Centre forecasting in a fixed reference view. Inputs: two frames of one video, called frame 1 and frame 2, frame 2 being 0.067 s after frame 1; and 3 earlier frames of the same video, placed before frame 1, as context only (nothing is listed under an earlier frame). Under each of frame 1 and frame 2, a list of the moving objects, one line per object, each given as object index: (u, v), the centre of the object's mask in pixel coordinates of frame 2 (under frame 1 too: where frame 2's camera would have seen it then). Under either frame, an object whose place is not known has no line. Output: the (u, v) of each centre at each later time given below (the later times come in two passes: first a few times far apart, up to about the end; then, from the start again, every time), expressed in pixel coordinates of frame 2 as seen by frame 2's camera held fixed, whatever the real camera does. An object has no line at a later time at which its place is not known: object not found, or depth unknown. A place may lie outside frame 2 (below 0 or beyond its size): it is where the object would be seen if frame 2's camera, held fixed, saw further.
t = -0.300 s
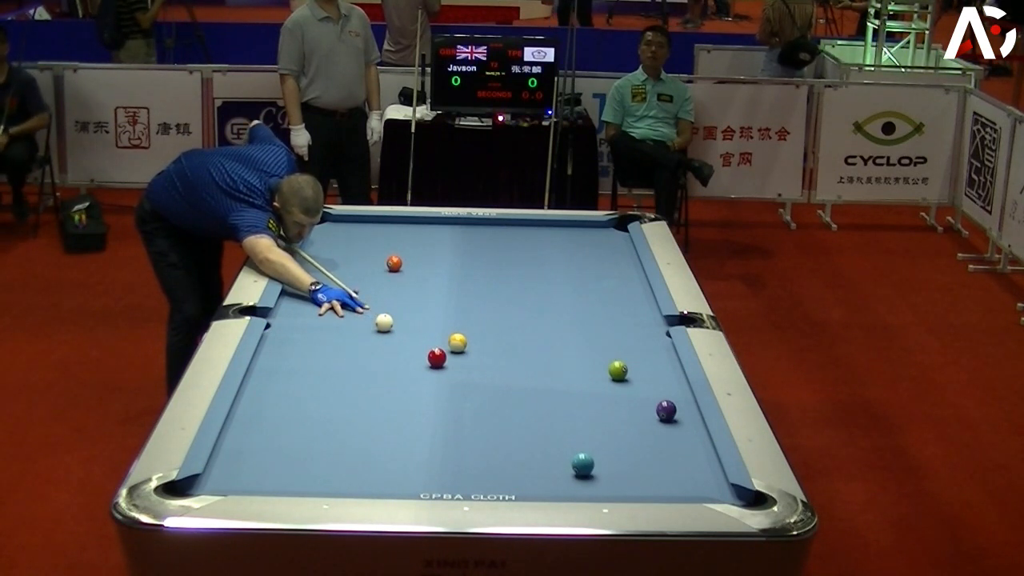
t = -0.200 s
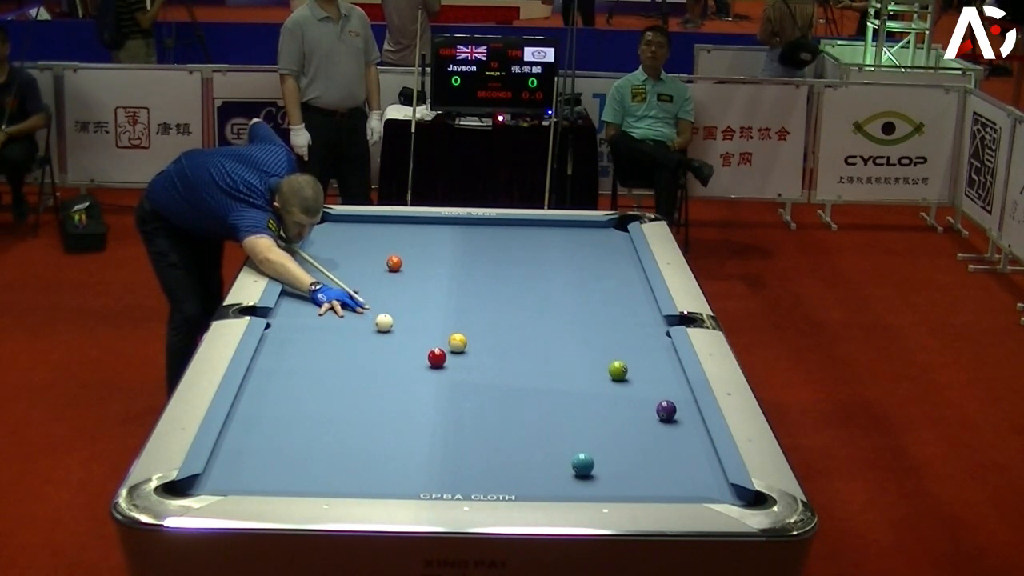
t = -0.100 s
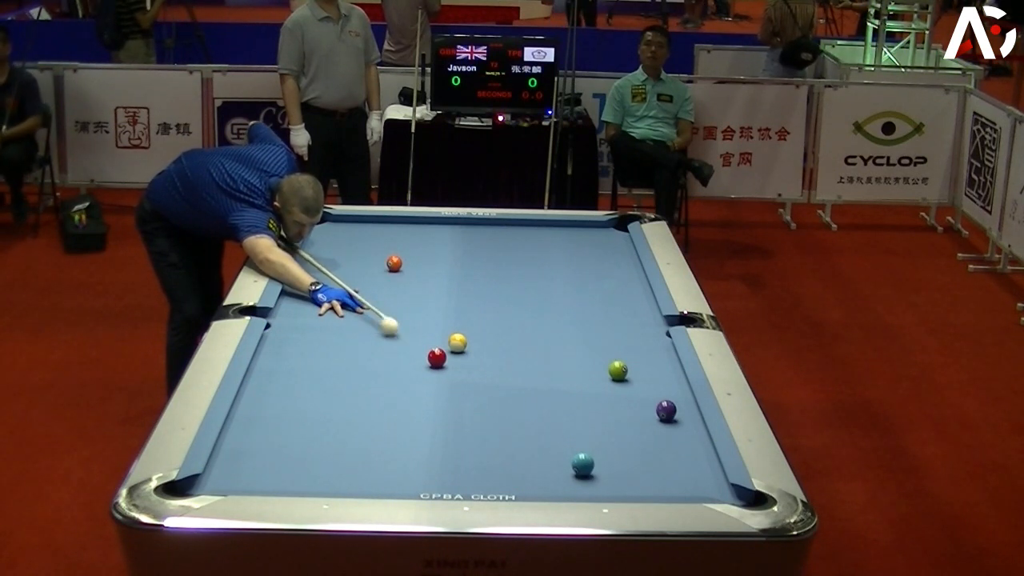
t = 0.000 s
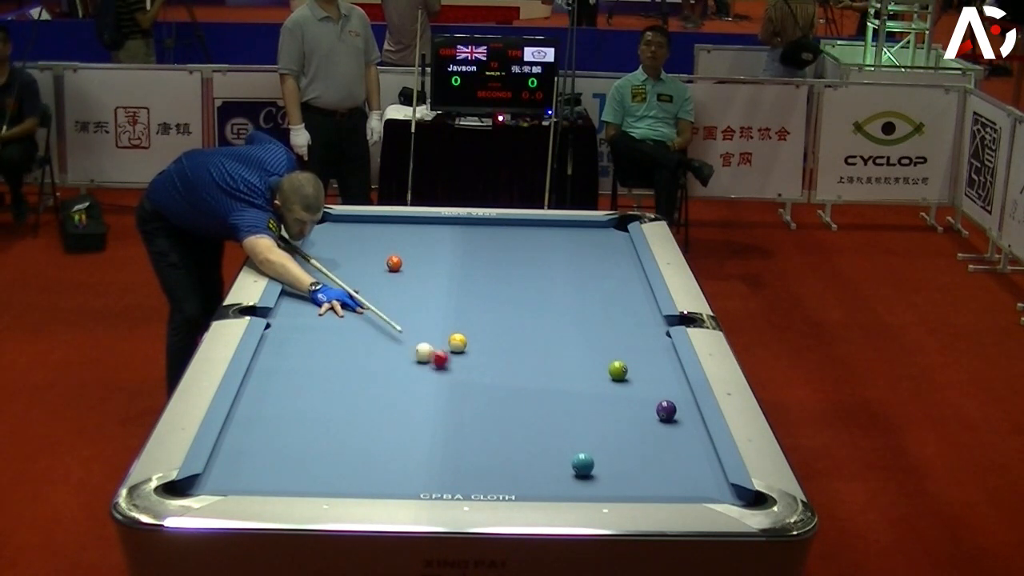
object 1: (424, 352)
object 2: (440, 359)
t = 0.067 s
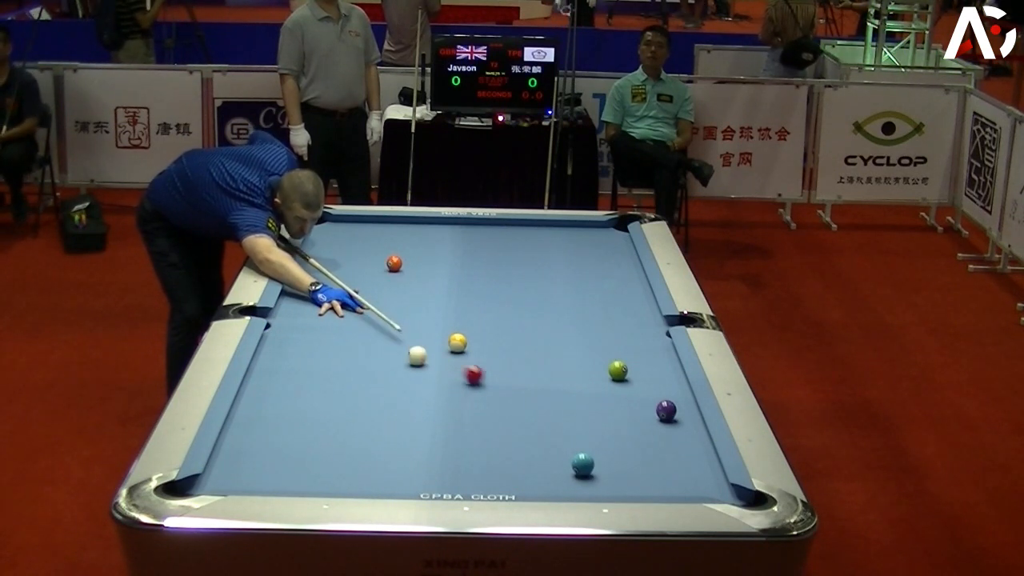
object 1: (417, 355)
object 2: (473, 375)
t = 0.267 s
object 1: (406, 370)
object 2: (572, 421)
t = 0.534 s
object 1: (408, 399)
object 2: (698, 479)
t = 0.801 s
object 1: (410, 431)
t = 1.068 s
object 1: (413, 466)
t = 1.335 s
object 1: (419, 483)
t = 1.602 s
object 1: (431, 466)
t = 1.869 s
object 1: (442, 449)
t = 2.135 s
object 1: (451, 435)
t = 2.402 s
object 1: (460, 421)
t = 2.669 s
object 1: (467, 409)
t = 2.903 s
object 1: (473, 399)
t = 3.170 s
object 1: (479, 390)
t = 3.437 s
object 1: (485, 381)
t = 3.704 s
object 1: (489, 374)
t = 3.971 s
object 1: (493, 367)
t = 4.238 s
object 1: (496, 361)
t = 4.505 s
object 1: (499, 356)
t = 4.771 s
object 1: (501, 352)
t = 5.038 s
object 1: (503, 348)
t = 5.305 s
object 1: (505, 346)
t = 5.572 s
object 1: (506, 343)
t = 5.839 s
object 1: (507, 342)
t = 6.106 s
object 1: (507, 341)
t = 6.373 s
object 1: (508, 341)
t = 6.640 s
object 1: (508, 341)
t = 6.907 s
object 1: (508, 341)
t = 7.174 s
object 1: (508, 341)
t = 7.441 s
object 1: (508, 341)
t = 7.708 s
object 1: (508, 341)
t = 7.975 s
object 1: (508, 341)
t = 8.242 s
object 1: (508, 341)
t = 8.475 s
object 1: (507, 341)
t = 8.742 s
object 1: (507, 341)
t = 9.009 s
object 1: (507, 342)
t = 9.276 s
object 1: (507, 341)
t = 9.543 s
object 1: (507, 341)
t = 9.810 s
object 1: (507, 342)
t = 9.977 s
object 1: (507, 341)
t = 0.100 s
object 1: (414, 358)
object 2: (491, 383)
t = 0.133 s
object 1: (412, 360)
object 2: (507, 391)
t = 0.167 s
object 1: (410, 362)
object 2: (523, 398)
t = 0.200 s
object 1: (408, 364)
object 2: (540, 406)
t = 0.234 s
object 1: (407, 367)
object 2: (556, 413)
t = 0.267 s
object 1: (406, 370)
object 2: (572, 421)
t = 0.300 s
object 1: (406, 373)
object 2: (588, 428)
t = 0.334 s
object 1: (406, 377)
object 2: (603, 435)
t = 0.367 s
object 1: (406, 380)
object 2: (618, 443)
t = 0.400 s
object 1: (406, 384)
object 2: (634, 449)
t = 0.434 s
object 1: (407, 387)
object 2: (649, 457)
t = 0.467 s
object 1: (407, 391)
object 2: (665, 464)
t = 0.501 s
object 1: (408, 395)
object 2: (681, 472)
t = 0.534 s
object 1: (408, 399)
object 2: (698, 479)
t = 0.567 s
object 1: (408, 403)
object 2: (715, 486)
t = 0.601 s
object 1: (408, 407)
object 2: (731, 493)
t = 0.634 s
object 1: (409, 410)
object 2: (749, 500)
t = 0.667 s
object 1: (409, 415)
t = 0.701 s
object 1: (409, 419)
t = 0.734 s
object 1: (410, 423)
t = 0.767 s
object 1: (410, 427)
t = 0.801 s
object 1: (410, 431)
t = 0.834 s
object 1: (411, 435)
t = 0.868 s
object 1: (411, 439)
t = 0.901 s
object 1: (411, 443)
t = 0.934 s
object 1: (412, 448)
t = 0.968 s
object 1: (412, 452)
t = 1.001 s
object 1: (413, 456)
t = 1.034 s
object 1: (413, 461)
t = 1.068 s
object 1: (413, 466)
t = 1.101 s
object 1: (413, 470)
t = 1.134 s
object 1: (414, 475)
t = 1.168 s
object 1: (414, 479)
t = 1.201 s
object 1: (415, 482)
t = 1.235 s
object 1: (415, 484)
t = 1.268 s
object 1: (416, 486)
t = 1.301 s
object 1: (418, 484)
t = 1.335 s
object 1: (419, 483)
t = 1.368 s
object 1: (421, 481)
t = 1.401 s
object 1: (422, 480)
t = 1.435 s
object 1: (424, 478)
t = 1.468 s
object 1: (425, 477)
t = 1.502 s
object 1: (426, 474)
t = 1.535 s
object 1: (428, 471)
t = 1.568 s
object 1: (430, 468)
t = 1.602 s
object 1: (431, 466)
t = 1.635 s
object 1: (432, 464)
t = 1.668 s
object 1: (434, 462)
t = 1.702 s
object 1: (435, 460)
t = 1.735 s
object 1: (436, 457)
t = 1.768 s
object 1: (438, 455)
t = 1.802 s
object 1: (439, 453)
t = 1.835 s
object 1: (440, 451)
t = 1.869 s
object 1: (442, 449)
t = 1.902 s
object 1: (443, 447)
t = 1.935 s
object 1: (444, 445)
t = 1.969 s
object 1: (445, 444)
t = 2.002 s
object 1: (447, 442)
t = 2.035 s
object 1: (448, 440)
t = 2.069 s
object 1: (449, 438)
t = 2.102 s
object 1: (450, 436)
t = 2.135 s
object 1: (451, 435)
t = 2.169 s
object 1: (452, 433)
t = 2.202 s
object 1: (453, 431)
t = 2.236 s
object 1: (455, 430)
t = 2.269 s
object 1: (455, 427)
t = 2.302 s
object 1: (457, 426)
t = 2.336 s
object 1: (457, 424)
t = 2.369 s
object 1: (459, 422)
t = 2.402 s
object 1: (460, 421)
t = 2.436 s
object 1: (460, 420)
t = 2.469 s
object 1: (461, 418)
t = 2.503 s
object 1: (462, 416)
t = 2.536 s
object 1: (463, 415)
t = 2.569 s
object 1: (464, 413)
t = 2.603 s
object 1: (465, 412)
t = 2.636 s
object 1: (466, 410)
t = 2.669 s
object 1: (467, 409)
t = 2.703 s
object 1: (468, 407)
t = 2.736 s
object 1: (469, 406)
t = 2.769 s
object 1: (470, 405)
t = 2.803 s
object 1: (471, 403)
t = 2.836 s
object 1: (471, 402)
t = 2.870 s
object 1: (472, 401)
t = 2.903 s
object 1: (473, 399)
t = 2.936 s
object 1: (474, 398)
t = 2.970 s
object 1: (475, 397)
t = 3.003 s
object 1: (476, 396)
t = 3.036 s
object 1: (476, 394)
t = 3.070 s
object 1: (477, 393)
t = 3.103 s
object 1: (478, 392)
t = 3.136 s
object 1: (478, 391)
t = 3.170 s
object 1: (479, 390)
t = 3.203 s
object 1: (480, 389)
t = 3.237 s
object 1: (481, 387)
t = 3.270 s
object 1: (481, 386)
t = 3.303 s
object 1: (482, 385)
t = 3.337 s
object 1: (482, 384)
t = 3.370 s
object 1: (483, 383)
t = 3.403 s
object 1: (484, 382)
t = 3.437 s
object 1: (485, 381)
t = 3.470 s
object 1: (485, 380)
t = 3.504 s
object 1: (486, 379)
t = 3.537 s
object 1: (486, 378)
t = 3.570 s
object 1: (487, 377)
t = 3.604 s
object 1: (487, 377)
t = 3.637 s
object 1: (488, 375)
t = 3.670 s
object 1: (489, 374)
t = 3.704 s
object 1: (489, 374)
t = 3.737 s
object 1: (490, 373)
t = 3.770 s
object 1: (490, 372)
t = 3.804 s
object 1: (491, 371)
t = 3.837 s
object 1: (491, 370)
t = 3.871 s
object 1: (492, 369)
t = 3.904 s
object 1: (492, 369)
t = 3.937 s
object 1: (493, 368)
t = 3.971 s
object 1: (493, 367)
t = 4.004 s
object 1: (493, 366)
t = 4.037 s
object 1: (494, 365)
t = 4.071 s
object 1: (494, 365)
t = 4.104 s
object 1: (495, 364)
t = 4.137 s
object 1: (495, 363)
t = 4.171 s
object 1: (496, 363)
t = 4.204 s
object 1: (496, 362)
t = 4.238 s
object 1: (496, 361)
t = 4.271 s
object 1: (497, 360)
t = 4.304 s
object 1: (497, 360)
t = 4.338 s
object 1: (497, 359)
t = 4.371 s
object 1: (498, 359)
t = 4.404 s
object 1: (498, 358)
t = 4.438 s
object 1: (498, 357)
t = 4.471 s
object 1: (499, 357)
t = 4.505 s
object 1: (499, 356)
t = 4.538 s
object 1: (499, 355)
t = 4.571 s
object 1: (500, 355)
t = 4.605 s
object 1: (500, 355)
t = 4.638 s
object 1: (500, 354)
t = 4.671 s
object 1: (500, 353)
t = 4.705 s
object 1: (501, 353)
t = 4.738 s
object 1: (501, 352)
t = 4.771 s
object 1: (501, 352)
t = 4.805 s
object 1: (501, 351)
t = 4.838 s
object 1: (501, 351)
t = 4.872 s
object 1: (502, 350)
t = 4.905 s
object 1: (502, 350)
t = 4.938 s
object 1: (502, 350)
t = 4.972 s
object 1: (503, 349)
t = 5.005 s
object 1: (503, 349)
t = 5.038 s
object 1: (503, 348)
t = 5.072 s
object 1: (503, 348)
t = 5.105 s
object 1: (503, 348)
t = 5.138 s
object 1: (504, 347)
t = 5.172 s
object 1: (504, 347)
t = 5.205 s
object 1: (504, 347)
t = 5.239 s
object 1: (504, 347)
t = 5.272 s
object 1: (504, 346)
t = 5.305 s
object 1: (505, 346)
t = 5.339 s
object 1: (505, 346)
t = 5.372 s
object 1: (505, 345)
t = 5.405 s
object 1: (505, 345)
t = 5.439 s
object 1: (506, 344)
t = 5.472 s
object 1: (506, 344)
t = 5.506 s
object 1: (506, 344)
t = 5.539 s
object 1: (506, 343)
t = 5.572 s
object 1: (506, 343)
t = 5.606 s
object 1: (506, 343)
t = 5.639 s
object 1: (506, 343)
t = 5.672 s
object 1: (507, 343)
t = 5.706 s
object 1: (507, 343)
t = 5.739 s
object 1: (507, 342)
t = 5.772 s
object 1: (507, 342)
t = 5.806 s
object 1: (507, 342)
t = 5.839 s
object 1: (507, 342)
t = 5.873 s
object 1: (507, 342)
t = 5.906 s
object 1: (507, 342)
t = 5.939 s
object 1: (507, 342)
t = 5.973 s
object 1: (507, 341)
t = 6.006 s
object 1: (507, 341)
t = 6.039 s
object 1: (507, 341)
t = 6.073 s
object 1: (507, 341)
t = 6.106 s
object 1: (507, 341)
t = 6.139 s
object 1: (507, 341)
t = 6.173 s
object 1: (507, 341)
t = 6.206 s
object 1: (507, 341)
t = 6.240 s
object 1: (508, 341)
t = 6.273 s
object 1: (508, 341)
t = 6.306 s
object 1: (508, 341)
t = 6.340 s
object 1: (508, 341)
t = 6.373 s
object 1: (508, 341)
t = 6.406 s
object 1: (508, 341)
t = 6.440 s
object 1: (507, 341)
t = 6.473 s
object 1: (508, 341)
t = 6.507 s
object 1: (508, 341)
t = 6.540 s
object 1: (508, 341)
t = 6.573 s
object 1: (508, 341)
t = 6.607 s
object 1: (508, 341)
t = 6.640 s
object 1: (508, 341)
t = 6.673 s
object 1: (508, 341)
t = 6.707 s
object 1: (508, 341)
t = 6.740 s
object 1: (508, 341)
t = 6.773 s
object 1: (508, 341)
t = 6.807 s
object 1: (508, 341)
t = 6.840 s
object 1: (508, 341)
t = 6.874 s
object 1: (508, 341)
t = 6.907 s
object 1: (508, 341)
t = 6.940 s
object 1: (508, 341)
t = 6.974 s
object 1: (508, 341)
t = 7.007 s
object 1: (508, 341)
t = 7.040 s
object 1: (508, 341)
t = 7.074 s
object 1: (508, 341)
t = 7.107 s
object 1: (508, 341)
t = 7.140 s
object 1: (508, 341)
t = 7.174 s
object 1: (508, 341)
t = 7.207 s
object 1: (508, 341)
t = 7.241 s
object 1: (508, 341)
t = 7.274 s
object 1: (508, 341)
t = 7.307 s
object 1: (508, 341)
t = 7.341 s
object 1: (508, 341)
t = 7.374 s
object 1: (508, 341)
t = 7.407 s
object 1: (507, 341)
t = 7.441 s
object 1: (508, 341)
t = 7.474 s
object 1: (508, 341)
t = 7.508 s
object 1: (507, 341)
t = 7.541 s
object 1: (508, 341)
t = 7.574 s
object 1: (507, 341)
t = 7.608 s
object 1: (508, 341)
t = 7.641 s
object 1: (508, 341)
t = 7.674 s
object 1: (508, 341)
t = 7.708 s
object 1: (508, 341)
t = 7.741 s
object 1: (508, 341)
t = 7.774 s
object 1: (508, 341)
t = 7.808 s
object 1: (508, 341)
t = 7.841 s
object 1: (508, 341)
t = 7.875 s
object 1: (507, 341)
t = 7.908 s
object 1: (508, 341)
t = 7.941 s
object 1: (507, 341)
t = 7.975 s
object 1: (508, 341)
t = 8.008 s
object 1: (508, 341)
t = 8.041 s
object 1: (507, 341)
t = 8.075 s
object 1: (508, 341)
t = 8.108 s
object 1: (507, 341)
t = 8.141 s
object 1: (508, 341)
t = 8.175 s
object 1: (508, 341)
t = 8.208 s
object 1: (507, 341)
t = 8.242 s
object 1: (508, 341)
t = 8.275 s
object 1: (508, 341)
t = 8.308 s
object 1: (508, 341)
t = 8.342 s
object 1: (508, 341)
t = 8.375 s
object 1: (508, 341)
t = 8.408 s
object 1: (508, 341)
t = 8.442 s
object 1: (508, 341)
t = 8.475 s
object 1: (507, 341)
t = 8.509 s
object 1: (508, 341)
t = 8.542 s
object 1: (507, 341)
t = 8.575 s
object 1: (508, 341)
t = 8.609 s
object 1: (508, 341)
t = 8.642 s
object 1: (507, 341)
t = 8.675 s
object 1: (507, 341)
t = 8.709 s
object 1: (507, 341)
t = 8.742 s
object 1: (507, 341)
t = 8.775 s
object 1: (507, 341)
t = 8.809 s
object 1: (507, 342)
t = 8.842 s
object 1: (507, 341)
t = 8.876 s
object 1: (507, 341)
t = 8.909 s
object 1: (507, 341)
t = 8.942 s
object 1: (507, 341)
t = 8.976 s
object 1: (507, 341)
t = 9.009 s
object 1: (507, 342)
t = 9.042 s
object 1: (507, 341)
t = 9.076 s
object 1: (507, 341)
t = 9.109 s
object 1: (507, 341)
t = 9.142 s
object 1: (507, 341)
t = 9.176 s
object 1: (507, 341)
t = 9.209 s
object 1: (507, 341)
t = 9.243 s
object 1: (507, 341)
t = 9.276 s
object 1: (507, 341)
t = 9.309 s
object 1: (507, 341)
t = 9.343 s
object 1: (507, 341)
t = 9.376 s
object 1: (507, 341)
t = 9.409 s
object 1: (507, 341)
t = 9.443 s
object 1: (507, 341)
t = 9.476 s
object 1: (507, 341)
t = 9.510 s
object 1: (507, 342)
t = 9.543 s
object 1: (507, 341)
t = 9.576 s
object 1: (507, 341)
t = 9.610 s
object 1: (507, 341)
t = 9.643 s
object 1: (507, 342)
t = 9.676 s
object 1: (507, 341)
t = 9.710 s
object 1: (507, 341)
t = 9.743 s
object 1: (507, 341)
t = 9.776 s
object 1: (507, 342)
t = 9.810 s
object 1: (507, 342)
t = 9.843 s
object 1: (507, 341)
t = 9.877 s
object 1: (507, 341)
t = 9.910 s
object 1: (507, 341)
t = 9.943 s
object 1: (507, 341)
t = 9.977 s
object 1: (507, 341)
